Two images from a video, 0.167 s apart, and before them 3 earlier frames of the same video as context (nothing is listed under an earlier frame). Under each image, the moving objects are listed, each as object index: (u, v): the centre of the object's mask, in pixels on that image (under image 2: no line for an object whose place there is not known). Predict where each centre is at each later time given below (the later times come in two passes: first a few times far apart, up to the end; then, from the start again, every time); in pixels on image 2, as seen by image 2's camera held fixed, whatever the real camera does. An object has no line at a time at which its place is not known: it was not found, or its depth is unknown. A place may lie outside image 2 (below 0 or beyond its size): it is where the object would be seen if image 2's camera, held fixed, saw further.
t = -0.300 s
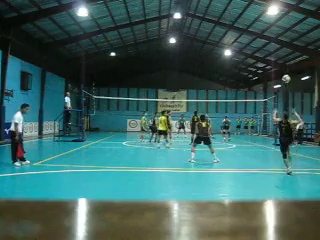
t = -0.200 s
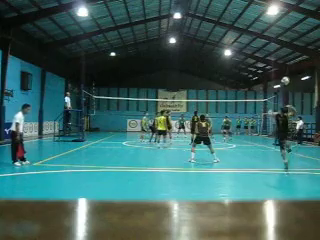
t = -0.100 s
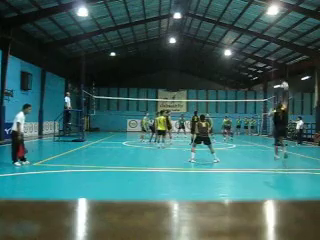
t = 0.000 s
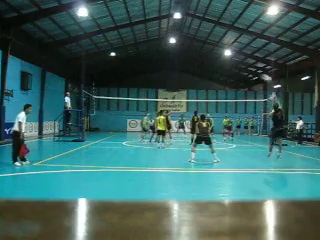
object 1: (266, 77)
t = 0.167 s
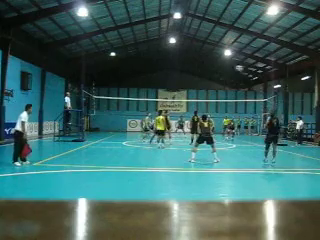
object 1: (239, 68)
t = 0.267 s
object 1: (228, 66)
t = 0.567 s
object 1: (205, 69)
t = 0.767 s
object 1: (196, 76)
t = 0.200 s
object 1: (235, 67)
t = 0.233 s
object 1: (231, 66)
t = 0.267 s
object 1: (228, 66)
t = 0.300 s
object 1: (225, 65)
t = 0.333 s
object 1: (222, 65)
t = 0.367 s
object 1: (219, 65)
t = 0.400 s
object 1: (216, 65)
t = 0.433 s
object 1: (214, 66)
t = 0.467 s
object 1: (212, 66)
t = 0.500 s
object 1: (210, 67)
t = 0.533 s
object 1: (207, 68)
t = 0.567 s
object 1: (205, 69)
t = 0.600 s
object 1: (204, 69)
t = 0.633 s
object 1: (202, 71)
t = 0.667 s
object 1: (200, 72)
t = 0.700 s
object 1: (199, 73)
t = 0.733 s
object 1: (197, 74)
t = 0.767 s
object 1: (196, 76)
